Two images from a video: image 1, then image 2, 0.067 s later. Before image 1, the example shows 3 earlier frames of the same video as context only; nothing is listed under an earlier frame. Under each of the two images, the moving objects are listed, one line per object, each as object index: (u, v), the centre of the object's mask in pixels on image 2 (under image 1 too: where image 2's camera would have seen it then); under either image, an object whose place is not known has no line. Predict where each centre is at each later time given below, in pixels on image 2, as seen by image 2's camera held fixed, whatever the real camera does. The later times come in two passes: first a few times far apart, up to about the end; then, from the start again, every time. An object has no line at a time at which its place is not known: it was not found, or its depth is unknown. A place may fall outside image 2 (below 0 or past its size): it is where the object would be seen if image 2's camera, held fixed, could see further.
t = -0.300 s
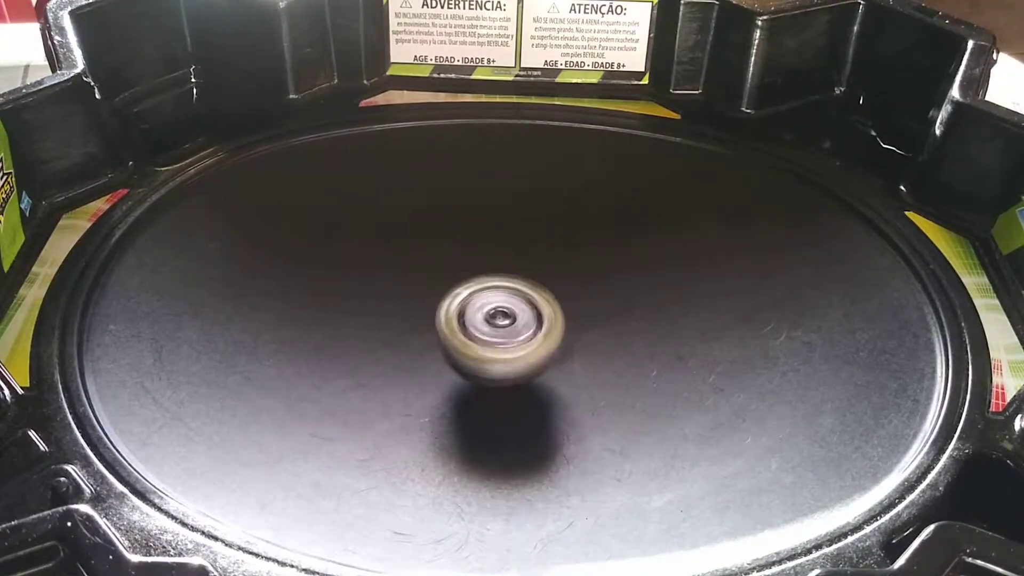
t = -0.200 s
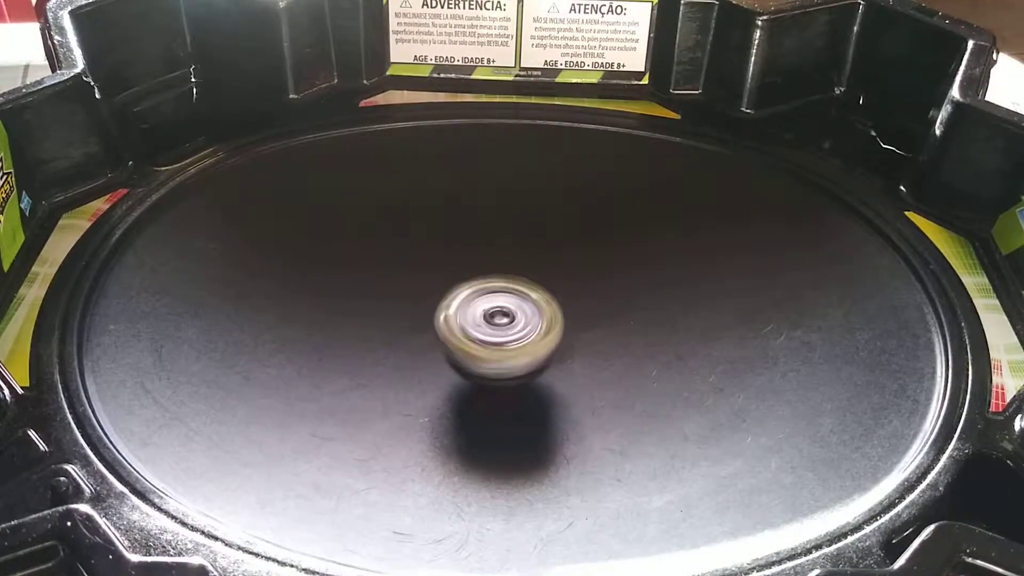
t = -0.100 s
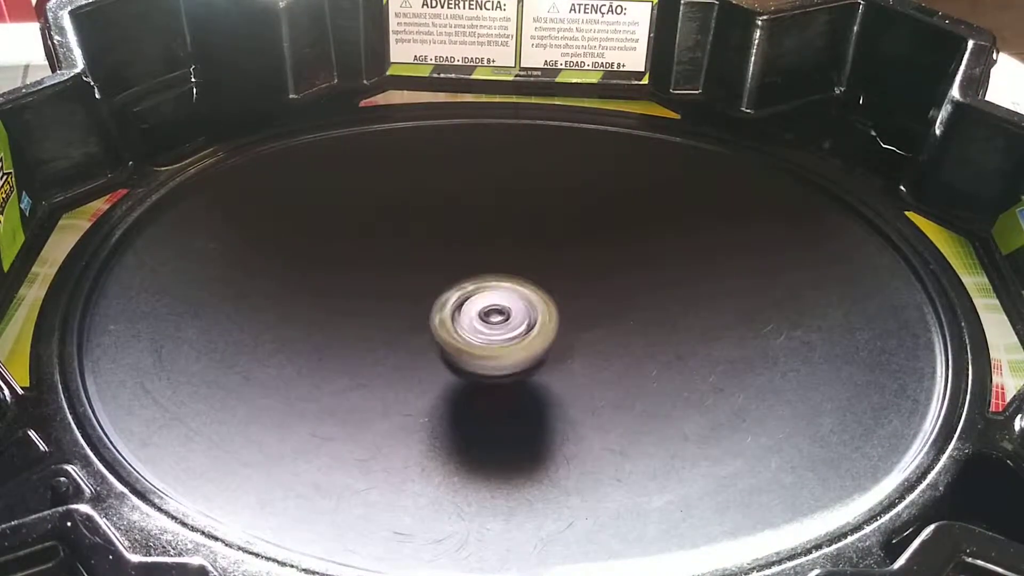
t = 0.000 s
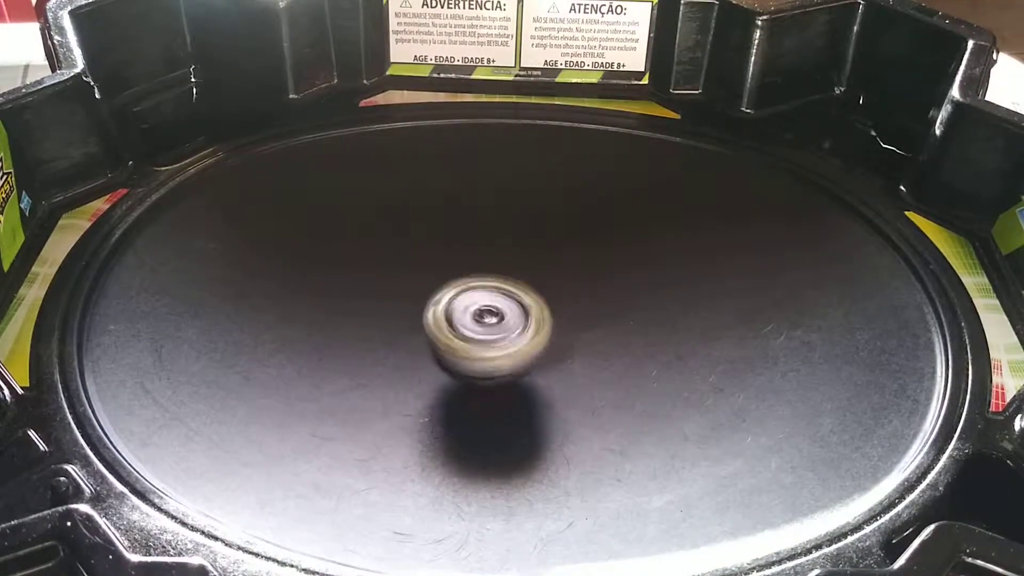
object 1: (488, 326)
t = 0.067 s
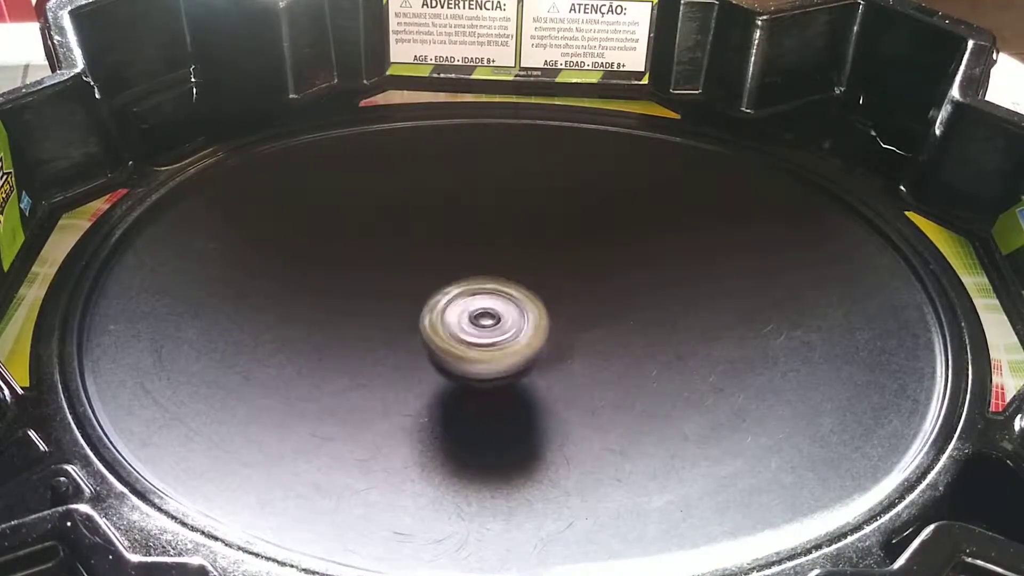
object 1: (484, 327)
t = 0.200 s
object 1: (489, 330)
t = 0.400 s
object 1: (488, 323)
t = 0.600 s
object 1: (469, 318)
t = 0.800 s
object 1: (466, 320)
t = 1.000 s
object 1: (464, 316)
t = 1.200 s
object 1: (456, 315)
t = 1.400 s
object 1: (461, 309)
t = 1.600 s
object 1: (456, 311)
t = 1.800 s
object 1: (464, 313)
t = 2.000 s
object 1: (463, 317)
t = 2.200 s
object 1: (473, 318)
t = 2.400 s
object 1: (472, 317)
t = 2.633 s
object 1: (473, 322)
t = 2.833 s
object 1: (476, 322)
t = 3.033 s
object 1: (476, 323)
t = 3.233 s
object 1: (475, 324)
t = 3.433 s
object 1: (481, 322)
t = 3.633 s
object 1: (482, 322)
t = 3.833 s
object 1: (483, 328)
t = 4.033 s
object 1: (490, 328)
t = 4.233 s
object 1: (488, 324)
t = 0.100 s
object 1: (485, 329)
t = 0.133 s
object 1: (486, 330)
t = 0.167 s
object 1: (488, 330)
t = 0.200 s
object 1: (489, 330)
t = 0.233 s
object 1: (492, 329)
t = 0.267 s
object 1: (493, 328)
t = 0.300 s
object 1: (493, 326)
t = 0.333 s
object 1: (492, 326)
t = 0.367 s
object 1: (488, 322)
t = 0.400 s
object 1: (488, 323)
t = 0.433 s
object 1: (485, 321)
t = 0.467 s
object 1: (483, 319)
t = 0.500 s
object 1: (481, 319)
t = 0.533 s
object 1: (476, 317)
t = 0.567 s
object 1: (474, 317)
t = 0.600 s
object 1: (469, 318)
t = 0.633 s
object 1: (469, 319)
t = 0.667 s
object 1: (466, 320)
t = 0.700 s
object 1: (466, 320)
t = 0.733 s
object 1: (467, 320)
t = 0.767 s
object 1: (465, 320)
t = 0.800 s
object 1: (466, 320)
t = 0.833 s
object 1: (465, 320)
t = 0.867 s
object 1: (466, 320)
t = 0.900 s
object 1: (468, 320)
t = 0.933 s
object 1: (466, 318)
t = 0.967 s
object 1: (466, 316)
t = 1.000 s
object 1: (464, 316)
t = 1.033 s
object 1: (462, 313)
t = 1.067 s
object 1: (459, 313)
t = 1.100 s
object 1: (457, 313)
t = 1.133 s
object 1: (456, 314)
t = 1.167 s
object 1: (456, 315)
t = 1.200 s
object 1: (456, 315)
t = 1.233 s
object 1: (459, 317)
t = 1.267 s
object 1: (460, 315)
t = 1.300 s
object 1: (463, 314)
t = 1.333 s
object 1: (462, 313)
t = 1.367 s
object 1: (461, 311)
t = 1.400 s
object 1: (461, 309)
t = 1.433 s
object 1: (458, 308)
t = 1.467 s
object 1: (456, 307)
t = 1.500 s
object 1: (455, 308)
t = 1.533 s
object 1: (453, 308)
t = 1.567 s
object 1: (455, 309)
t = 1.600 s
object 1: (456, 311)
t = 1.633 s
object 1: (458, 313)
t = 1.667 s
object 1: (461, 316)
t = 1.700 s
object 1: (462, 315)
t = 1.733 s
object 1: (464, 314)
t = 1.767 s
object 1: (465, 313)
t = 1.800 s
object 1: (464, 313)
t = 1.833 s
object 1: (466, 312)
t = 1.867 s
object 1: (465, 312)
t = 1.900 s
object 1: (462, 313)
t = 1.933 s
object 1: (461, 314)
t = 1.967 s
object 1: (461, 316)
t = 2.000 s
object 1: (463, 317)
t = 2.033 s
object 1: (465, 318)
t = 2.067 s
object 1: (466, 319)
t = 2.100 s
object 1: (469, 319)
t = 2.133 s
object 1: (470, 319)
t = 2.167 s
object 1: (470, 319)
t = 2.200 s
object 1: (473, 318)
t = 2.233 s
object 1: (474, 319)
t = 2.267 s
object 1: (473, 319)
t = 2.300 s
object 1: (475, 318)
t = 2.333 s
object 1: (475, 318)
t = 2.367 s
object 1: (473, 317)
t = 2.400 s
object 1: (472, 317)
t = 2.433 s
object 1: (470, 319)
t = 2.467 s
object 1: (469, 319)
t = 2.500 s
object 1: (471, 320)
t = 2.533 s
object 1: (472, 322)
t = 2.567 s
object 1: (472, 321)
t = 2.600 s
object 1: (473, 321)
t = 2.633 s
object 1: (473, 322)
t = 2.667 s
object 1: (474, 323)
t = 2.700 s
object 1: (478, 323)
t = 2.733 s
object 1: (478, 323)
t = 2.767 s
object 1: (478, 322)
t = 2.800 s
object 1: (478, 322)
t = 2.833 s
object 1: (476, 322)
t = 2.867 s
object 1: (475, 322)
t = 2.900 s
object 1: (476, 322)
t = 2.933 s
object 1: (476, 323)
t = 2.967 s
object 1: (474, 322)
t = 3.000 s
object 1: (475, 323)
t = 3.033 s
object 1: (476, 323)
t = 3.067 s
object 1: (477, 323)
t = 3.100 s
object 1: (477, 322)
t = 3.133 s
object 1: (478, 322)
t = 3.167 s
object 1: (475, 322)
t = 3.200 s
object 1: (474, 321)
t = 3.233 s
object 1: (475, 324)
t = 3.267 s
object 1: (474, 323)
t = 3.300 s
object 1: (474, 322)
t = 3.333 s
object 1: (476, 323)
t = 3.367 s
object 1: (478, 323)
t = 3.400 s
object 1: (479, 323)
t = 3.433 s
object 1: (481, 322)
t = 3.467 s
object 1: (480, 323)
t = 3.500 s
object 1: (479, 323)
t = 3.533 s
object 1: (480, 322)
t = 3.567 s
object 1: (482, 324)
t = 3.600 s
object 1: (481, 324)
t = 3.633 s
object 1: (482, 322)
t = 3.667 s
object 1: (489, 324)
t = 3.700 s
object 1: (487, 329)
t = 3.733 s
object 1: (480, 329)
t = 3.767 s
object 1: (479, 324)
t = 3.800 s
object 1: (483, 325)
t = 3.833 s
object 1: (483, 328)
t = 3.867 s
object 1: (480, 327)
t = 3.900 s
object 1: (484, 328)
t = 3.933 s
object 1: (483, 332)
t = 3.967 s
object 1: (480, 330)
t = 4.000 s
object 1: (483, 327)
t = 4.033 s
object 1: (490, 328)
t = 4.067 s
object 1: (488, 332)
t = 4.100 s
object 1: (484, 329)
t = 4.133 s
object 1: (489, 325)
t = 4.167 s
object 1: (492, 327)
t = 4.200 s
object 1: (488, 327)
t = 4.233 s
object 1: (488, 324)
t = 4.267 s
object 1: (492, 322)
